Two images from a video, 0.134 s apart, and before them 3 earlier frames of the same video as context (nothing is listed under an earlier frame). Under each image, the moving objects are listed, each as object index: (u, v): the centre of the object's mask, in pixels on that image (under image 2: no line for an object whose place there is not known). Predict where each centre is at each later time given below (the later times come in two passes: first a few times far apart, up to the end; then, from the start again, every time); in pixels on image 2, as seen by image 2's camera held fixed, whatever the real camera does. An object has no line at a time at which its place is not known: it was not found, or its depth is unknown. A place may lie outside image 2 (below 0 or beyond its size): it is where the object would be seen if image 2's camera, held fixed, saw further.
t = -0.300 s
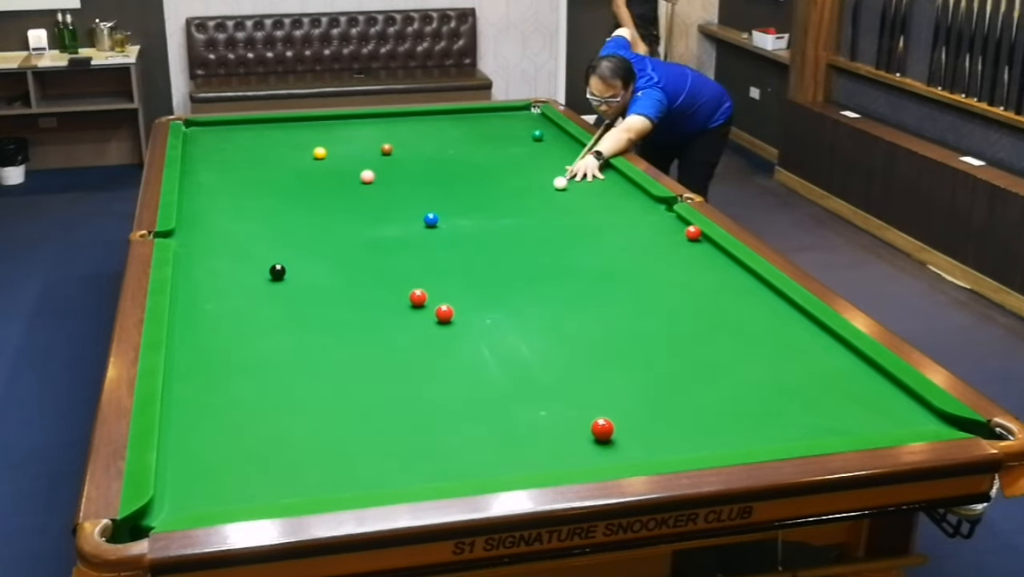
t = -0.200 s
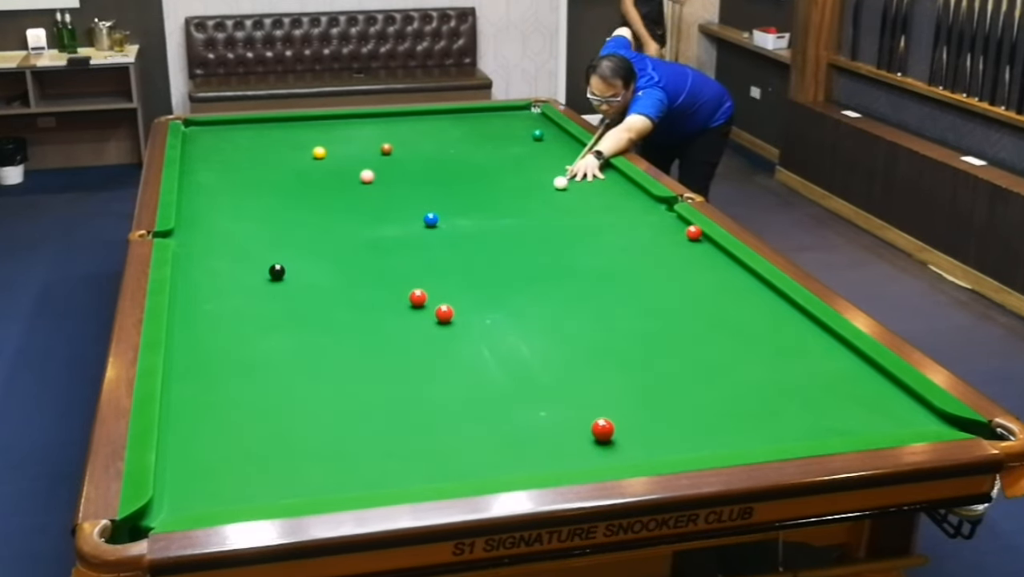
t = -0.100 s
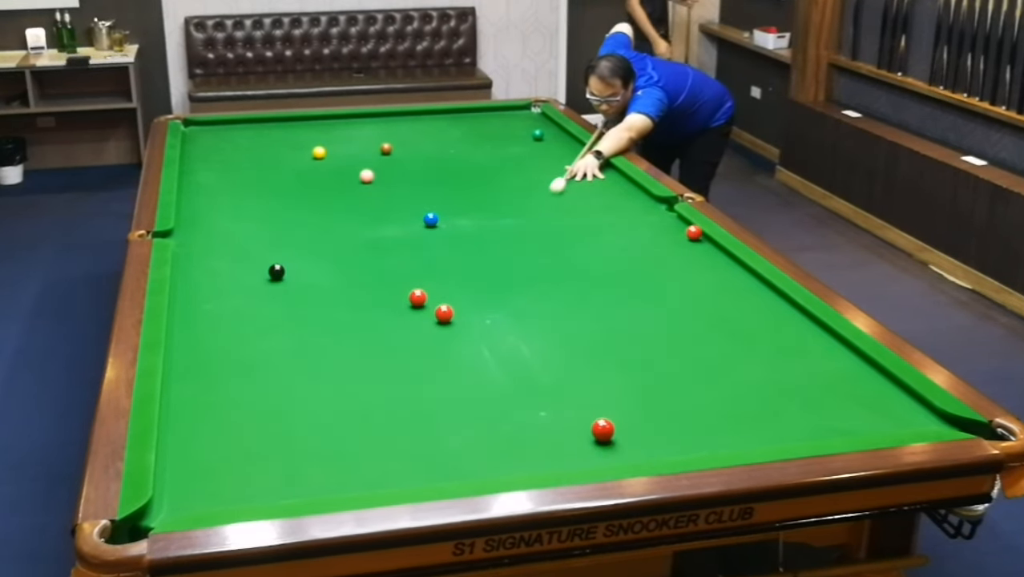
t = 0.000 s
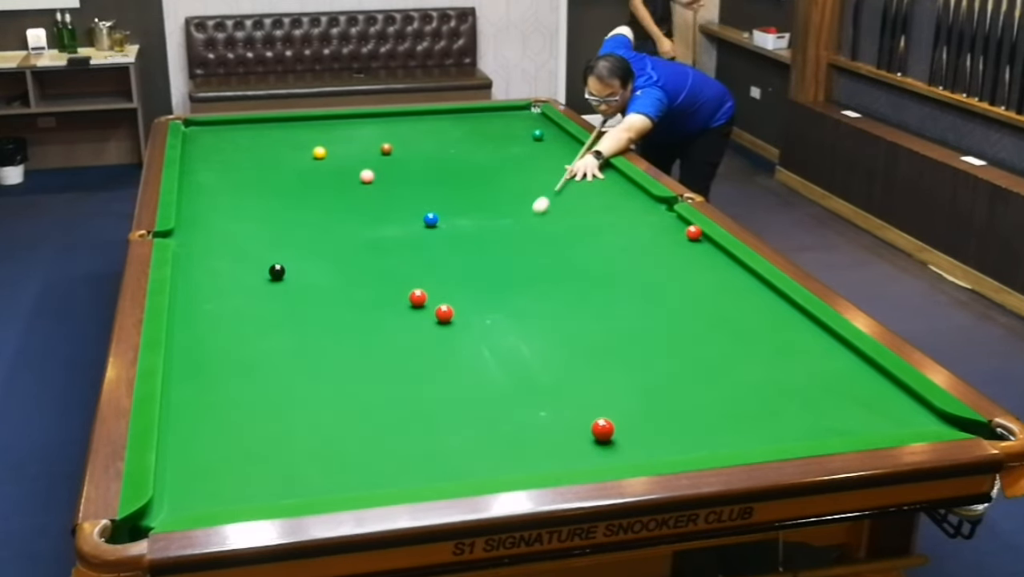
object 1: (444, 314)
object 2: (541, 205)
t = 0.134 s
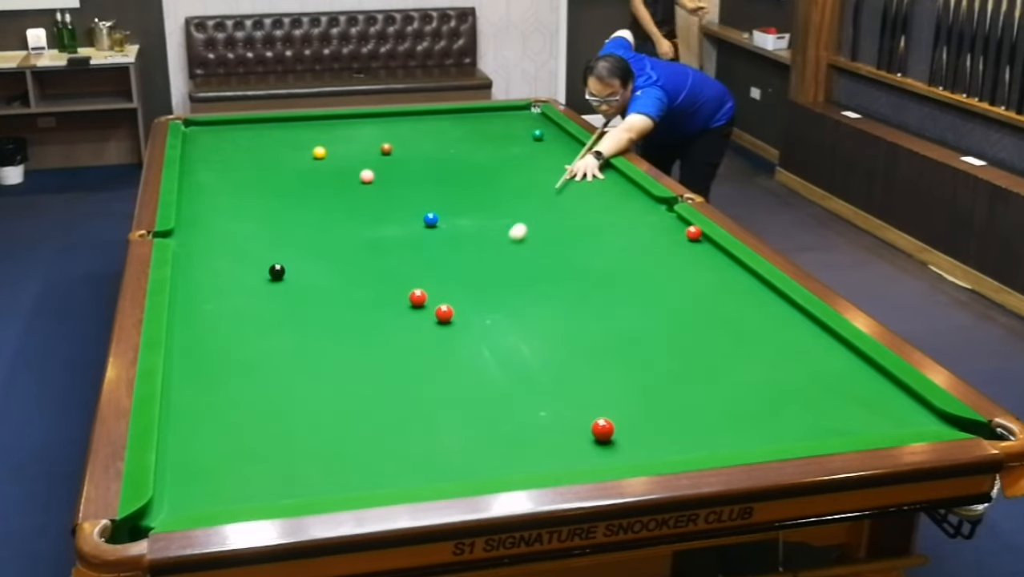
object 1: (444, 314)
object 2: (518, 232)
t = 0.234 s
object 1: (444, 314)
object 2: (501, 252)
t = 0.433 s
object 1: (444, 314)
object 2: (464, 295)
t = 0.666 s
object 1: (384, 350)
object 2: (471, 319)
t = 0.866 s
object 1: (325, 387)
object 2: (481, 337)
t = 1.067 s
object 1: (260, 428)
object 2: (493, 357)
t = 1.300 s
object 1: (173, 481)
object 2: (507, 381)
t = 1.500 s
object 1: (214, 501)
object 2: (519, 403)
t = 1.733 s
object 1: (274, 479)
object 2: (535, 430)
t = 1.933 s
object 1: (319, 457)
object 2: (549, 454)
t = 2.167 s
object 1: (366, 433)
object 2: (551, 458)
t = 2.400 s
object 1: (409, 412)
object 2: (540, 440)
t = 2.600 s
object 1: (443, 396)
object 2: (532, 425)
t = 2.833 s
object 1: (478, 378)
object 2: (524, 410)
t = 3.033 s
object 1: (505, 365)
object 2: (518, 399)
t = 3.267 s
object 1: (534, 351)
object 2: (511, 387)
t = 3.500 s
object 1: (560, 338)
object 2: (505, 376)
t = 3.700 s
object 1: (580, 328)
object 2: (500, 368)
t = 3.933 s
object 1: (601, 317)
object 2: (495, 360)
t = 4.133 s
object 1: (618, 309)
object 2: (490, 353)
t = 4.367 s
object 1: (636, 300)
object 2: (487, 346)
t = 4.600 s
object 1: (653, 292)
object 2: (485, 340)
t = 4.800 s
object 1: (666, 286)
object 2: (483, 336)
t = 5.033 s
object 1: (679, 279)
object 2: (481, 332)
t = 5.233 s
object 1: (690, 274)
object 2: (479, 329)
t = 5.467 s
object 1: (702, 269)
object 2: (477, 326)
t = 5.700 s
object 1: (712, 264)
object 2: (477, 324)
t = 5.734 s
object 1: (713, 263)
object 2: (477, 324)
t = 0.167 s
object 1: (444, 314)
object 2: (512, 239)
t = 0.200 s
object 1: (444, 314)
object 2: (506, 245)
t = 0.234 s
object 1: (444, 314)
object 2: (501, 252)
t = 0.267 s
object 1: (444, 314)
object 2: (495, 259)
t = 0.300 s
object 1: (444, 314)
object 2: (489, 265)
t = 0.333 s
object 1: (444, 314)
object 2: (483, 273)
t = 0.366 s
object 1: (444, 314)
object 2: (477, 280)
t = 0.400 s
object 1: (444, 314)
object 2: (470, 287)
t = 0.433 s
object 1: (444, 314)
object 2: (464, 295)
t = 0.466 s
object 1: (444, 314)
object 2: (458, 302)
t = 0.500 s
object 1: (438, 317)
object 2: (456, 308)
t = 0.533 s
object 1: (427, 324)
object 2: (460, 310)
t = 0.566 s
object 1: (415, 331)
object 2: (464, 311)
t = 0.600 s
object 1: (405, 338)
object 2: (467, 314)
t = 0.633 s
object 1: (394, 344)
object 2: (469, 316)
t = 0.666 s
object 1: (384, 350)
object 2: (471, 319)
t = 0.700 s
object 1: (374, 357)
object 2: (473, 322)
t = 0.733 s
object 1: (364, 363)
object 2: (474, 325)
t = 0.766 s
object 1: (354, 369)
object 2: (476, 328)
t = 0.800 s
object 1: (345, 375)
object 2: (478, 331)
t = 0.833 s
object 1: (335, 381)
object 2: (479, 334)
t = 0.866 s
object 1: (325, 387)
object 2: (481, 337)
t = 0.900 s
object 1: (314, 394)
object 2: (483, 340)
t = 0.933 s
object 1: (304, 400)
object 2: (485, 344)
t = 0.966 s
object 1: (293, 407)
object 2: (487, 347)
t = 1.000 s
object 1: (282, 414)
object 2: (489, 350)
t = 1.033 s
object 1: (271, 421)
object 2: (491, 353)
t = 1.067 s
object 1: (260, 428)
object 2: (493, 357)
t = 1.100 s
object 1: (248, 436)
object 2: (495, 360)
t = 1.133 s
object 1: (237, 443)
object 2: (496, 364)
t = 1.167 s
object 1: (224, 450)
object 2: (499, 367)
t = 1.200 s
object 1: (212, 458)
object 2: (501, 370)
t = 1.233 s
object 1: (199, 466)
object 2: (503, 374)
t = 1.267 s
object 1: (186, 474)
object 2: (505, 378)
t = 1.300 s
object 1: (173, 481)
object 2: (507, 381)
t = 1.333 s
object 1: (170, 487)
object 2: (509, 385)
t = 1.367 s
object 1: (179, 491)
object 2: (511, 388)
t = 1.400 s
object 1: (189, 495)
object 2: (513, 392)
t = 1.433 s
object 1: (197, 498)
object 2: (515, 396)
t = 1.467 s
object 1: (206, 499)
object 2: (517, 399)
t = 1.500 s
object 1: (214, 501)
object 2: (519, 403)
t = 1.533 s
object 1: (224, 500)
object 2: (521, 407)
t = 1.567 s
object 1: (233, 497)
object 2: (523, 410)
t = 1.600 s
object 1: (241, 494)
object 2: (526, 414)
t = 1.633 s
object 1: (249, 491)
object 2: (528, 418)
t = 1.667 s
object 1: (258, 487)
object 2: (530, 422)
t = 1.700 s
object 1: (266, 483)
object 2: (532, 425)
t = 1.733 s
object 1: (274, 479)
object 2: (535, 430)
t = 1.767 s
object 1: (282, 475)
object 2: (537, 433)
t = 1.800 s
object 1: (290, 471)
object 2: (539, 437)
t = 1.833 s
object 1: (297, 468)
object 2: (541, 441)
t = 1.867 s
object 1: (304, 464)
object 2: (544, 445)
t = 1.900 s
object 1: (312, 460)
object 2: (546, 449)
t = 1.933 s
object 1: (319, 457)
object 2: (549, 454)
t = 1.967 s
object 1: (326, 453)
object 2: (551, 457)
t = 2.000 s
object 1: (333, 450)
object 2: (553, 459)
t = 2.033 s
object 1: (340, 446)
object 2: (555, 462)
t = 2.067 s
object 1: (347, 443)
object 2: (557, 464)
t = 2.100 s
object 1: (353, 439)
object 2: (555, 461)
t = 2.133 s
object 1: (360, 437)
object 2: (553, 459)
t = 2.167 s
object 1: (366, 433)
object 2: (551, 458)
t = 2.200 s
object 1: (373, 430)
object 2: (550, 456)
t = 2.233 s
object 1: (379, 427)
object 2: (548, 453)
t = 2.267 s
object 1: (385, 424)
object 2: (547, 450)
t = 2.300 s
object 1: (392, 421)
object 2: (545, 447)
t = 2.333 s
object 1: (398, 418)
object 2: (543, 445)
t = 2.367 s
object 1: (404, 415)
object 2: (542, 443)
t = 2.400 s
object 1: (409, 412)
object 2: (540, 440)
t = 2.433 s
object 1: (415, 409)
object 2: (539, 437)
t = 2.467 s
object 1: (421, 406)
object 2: (538, 435)
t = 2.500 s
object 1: (427, 404)
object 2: (536, 432)
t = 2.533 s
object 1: (432, 401)
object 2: (535, 430)
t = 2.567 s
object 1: (437, 398)
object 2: (534, 428)
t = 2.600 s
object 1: (443, 396)
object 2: (532, 425)
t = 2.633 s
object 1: (448, 393)
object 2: (531, 423)
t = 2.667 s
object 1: (453, 391)
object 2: (530, 421)
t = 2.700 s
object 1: (458, 388)
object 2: (529, 419)
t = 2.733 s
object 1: (464, 385)
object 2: (528, 417)
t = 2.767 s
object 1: (468, 383)
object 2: (526, 414)
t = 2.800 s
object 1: (473, 381)
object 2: (525, 412)
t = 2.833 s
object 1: (478, 378)
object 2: (524, 410)
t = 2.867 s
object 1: (482, 376)
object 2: (523, 409)
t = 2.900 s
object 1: (487, 373)
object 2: (522, 407)
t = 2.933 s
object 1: (492, 371)
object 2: (521, 405)
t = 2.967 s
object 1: (496, 369)
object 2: (520, 403)
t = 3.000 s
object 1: (501, 367)
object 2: (519, 401)
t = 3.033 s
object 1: (505, 365)
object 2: (518, 399)
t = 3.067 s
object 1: (509, 363)
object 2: (517, 397)
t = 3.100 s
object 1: (513, 361)
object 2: (516, 396)
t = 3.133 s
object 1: (518, 359)
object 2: (515, 394)
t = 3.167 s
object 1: (522, 357)
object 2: (514, 392)
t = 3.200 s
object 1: (526, 354)
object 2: (513, 390)
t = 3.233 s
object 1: (530, 352)
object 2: (512, 389)
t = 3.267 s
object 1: (534, 351)
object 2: (511, 387)
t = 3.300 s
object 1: (538, 349)
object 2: (511, 385)
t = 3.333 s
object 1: (541, 347)
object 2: (510, 384)
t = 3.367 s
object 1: (545, 345)
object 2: (509, 383)
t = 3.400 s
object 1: (549, 343)
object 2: (508, 381)
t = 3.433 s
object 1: (552, 341)
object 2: (507, 379)
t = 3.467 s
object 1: (556, 340)
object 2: (506, 378)
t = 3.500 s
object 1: (560, 338)
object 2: (505, 376)
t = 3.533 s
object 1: (563, 336)
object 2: (504, 375)
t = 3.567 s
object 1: (566, 334)
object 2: (504, 374)
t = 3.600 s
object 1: (570, 333)
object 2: (503, 372)
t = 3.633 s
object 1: (573, 331)
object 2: (502, 371)
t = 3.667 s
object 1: (576, 329)
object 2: (501, 369)
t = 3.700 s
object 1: (580, 328)
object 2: (500, 368)
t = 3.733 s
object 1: (583, 326)
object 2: (499, 367)
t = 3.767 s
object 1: (586, 325)
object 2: (498, 366)
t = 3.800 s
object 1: (589, 323)
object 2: (498, 364)
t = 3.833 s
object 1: (592, 321)
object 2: (497, 363)
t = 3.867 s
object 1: (595, 320)
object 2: (496, 362)
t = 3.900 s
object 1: (598, 318)
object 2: (495, 361)
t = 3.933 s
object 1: (601, 317)
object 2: (495, 360)
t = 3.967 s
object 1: (604, 316)
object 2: (494, 359)
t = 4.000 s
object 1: (607, 314)
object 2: (493, 357)
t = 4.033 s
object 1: (610, 313)
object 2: (492, 356)
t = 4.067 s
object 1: (612, 311)
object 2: (492, 355)
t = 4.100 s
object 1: (615, 310)
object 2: (491, 354)
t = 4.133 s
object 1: (618, 309)
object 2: (490, 353)
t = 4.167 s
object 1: (621, 307)
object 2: (490, 352)
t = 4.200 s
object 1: (623, 306)
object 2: (489, 351)
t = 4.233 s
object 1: (626, 305)
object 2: (489, 350)
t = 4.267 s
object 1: (629, 303)
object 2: (488, 349)
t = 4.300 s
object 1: (631, 302)
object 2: (488, 348)
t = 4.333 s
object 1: (634, 301)
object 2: (487, 347)
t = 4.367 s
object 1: (636, 300)
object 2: (487, 346)
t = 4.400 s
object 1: (639, 299)
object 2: (486, 345)
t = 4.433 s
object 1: (641, 298)
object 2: (486, 344)
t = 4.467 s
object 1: (643, 296)
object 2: (486, 344)
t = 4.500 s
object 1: (646, 295)
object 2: (486, 343)
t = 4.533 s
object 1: (648, 294)
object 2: (485, 342)
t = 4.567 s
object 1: (650, 293)
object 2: (485, 341)
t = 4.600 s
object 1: (653, 292)
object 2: (485, 340)
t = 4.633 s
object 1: (655, 291)
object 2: (485, 340)
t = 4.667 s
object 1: (657, 290)
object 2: (484, 339)
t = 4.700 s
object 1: (659, 289)
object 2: (484, 338)
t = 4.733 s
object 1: (662, 288)
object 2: (484, 337)
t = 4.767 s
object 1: (664, 287)
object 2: (483, 337)
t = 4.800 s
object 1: (666, 286)
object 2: (483, 336)
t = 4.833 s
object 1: (668, 285)
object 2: (483, 335)
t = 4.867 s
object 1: (670, 284)
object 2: (483, 335)
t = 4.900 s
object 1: (672, 283)
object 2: (482, 334)
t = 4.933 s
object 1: (674, 282)
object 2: (482, 334)
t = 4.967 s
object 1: (676, 281)
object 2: (482, 333)
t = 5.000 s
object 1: (678, 280)
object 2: (481, 332)
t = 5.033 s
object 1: (679, 279)
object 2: (481, 332)
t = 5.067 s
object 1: (681, 278)
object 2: (481, 331)
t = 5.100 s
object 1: (683, 277)
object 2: (480, 331)
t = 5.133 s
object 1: (685, 276)
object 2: (480, 330)
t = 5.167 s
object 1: (687, 275)
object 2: (480, 330)
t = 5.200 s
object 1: (688, 275)
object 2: (479, 329)
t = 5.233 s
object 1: (690, 274)
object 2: (479, 329)
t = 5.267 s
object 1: (692, 273)
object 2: (479, 328)
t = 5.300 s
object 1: (693, 272)
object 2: (479, 328)
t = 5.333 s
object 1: (695, 272)
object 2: (478, 328)
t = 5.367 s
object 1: (697, 271)
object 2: (478, 327)
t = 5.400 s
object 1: (698, 270)
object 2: (478, 327)
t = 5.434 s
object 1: (701, 269)
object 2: (478, 327)
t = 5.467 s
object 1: (702, 269)
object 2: (477, 326)
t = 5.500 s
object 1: (704, 268)
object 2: (477, 326)
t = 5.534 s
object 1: (705, 267)
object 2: (477, 326)
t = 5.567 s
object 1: (706, 266)
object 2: (477, 325)
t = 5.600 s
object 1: (708, 266)
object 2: (477, 325)
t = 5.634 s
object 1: (709, 265)
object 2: (477, 325)
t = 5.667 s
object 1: (711, 265)
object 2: (477, 324)
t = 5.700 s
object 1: (712, 264)
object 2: (477, 324)
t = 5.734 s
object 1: (713, 263)
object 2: (477, 324)
